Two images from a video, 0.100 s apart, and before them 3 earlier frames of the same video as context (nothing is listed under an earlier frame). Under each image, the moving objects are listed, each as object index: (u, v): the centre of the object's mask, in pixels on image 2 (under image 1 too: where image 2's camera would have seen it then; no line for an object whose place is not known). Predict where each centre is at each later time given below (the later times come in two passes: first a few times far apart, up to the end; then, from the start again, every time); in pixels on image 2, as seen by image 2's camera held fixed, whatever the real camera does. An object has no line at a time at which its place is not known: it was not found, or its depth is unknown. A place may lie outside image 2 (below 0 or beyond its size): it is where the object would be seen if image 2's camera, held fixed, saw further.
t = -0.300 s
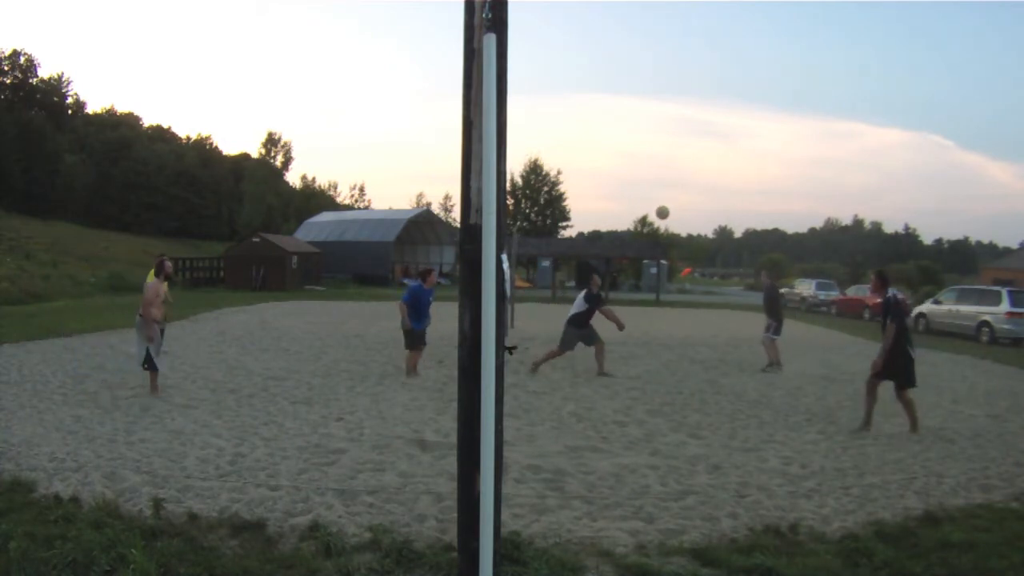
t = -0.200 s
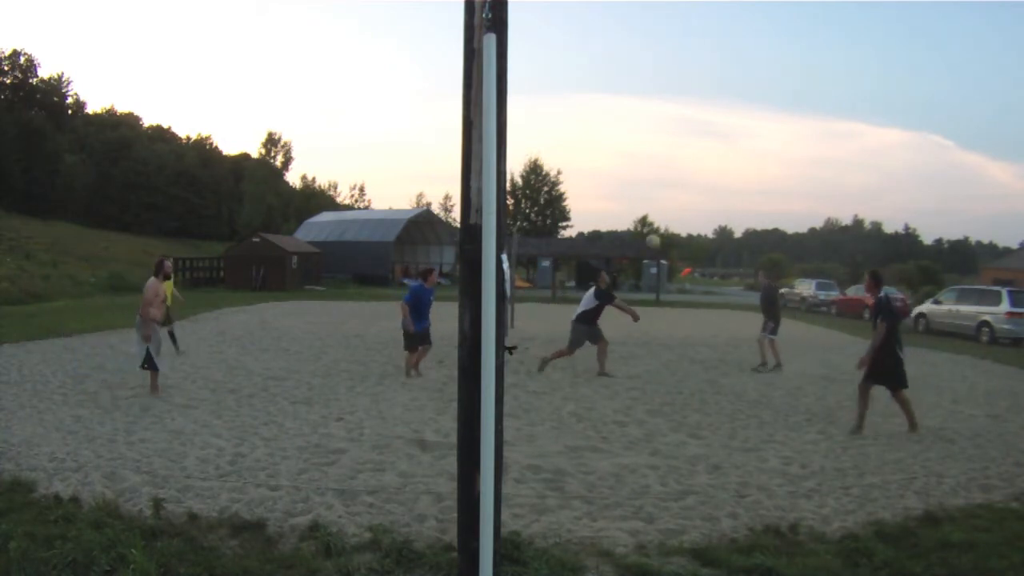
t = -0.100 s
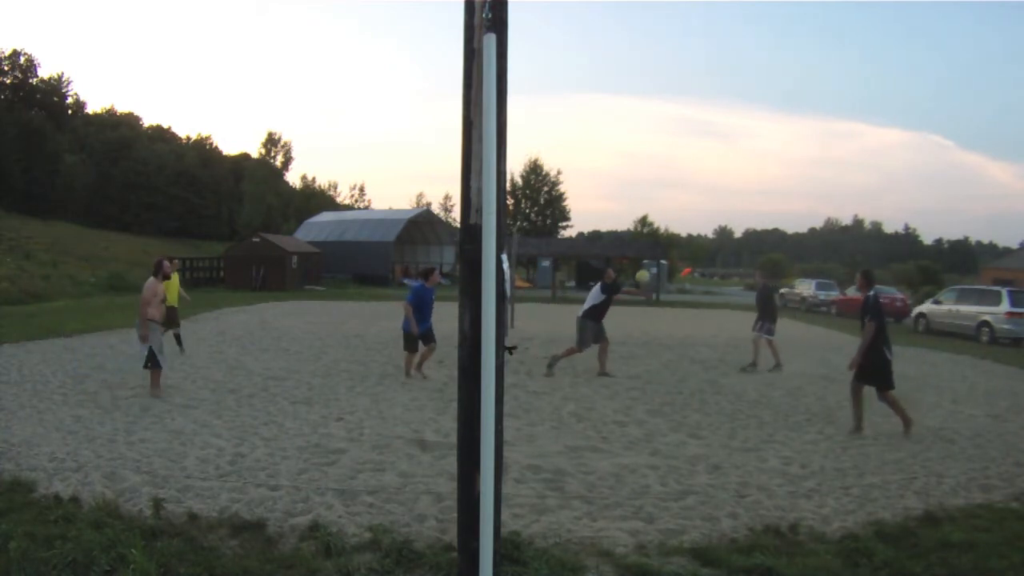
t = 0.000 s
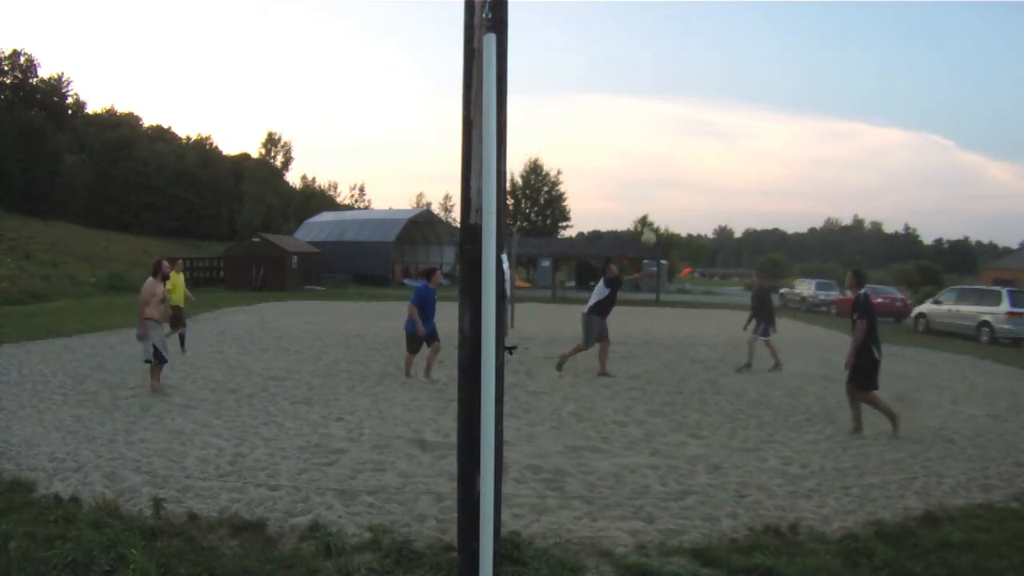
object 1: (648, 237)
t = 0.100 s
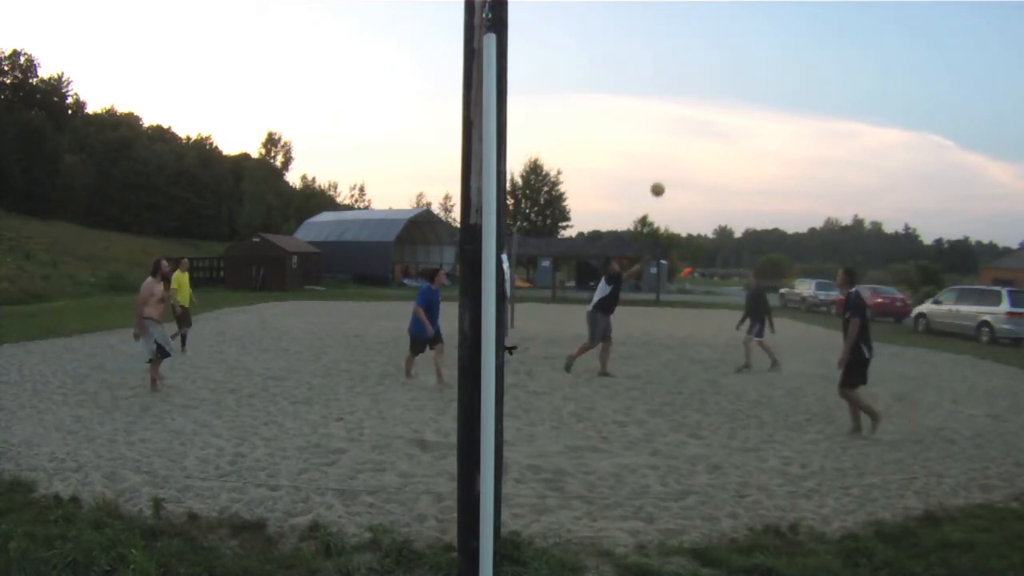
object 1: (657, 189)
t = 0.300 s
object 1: (674, 109)
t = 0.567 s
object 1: (695, 41)
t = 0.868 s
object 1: (723, 18)
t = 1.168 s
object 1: (759, 59)
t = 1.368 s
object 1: (788, 133)
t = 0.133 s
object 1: (660, 174)
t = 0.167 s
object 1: (663, 160)
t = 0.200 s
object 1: (666, 146)
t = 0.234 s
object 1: (669, 133)
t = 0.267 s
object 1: (672, 120)
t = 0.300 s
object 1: (674, 109)
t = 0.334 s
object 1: (677, 98)
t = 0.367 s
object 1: (679, 88)
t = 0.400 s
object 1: (682, 78)
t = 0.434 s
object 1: (684, 69)
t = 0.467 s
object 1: (687, 61)
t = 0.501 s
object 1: (689, 54)
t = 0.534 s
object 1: (692, 47)
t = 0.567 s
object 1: (695, 41)
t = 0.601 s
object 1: (698, 36)
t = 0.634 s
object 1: (700, 31)
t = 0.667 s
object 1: (703, 27)
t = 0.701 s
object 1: (706, 24)
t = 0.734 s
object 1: (710, 21)
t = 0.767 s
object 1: (713, 19)
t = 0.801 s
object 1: (716, 18)
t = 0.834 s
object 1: (719, 18)
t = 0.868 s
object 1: (723, 18)
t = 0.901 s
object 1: (726, 19)
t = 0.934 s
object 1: (730, 21)
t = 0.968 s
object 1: (734, 24)
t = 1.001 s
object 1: (738, 27)
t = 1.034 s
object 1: (742, 32)
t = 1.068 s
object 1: (746, 37)
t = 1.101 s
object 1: (750, 43)
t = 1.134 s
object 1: (754, 51)
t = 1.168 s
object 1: (759, 59)
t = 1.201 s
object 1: (764, 69)
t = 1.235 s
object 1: (768, 79)
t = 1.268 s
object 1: (773, 91)
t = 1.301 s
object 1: (778, 104)
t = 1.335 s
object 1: (783, 117)
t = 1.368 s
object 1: (788, 133)
